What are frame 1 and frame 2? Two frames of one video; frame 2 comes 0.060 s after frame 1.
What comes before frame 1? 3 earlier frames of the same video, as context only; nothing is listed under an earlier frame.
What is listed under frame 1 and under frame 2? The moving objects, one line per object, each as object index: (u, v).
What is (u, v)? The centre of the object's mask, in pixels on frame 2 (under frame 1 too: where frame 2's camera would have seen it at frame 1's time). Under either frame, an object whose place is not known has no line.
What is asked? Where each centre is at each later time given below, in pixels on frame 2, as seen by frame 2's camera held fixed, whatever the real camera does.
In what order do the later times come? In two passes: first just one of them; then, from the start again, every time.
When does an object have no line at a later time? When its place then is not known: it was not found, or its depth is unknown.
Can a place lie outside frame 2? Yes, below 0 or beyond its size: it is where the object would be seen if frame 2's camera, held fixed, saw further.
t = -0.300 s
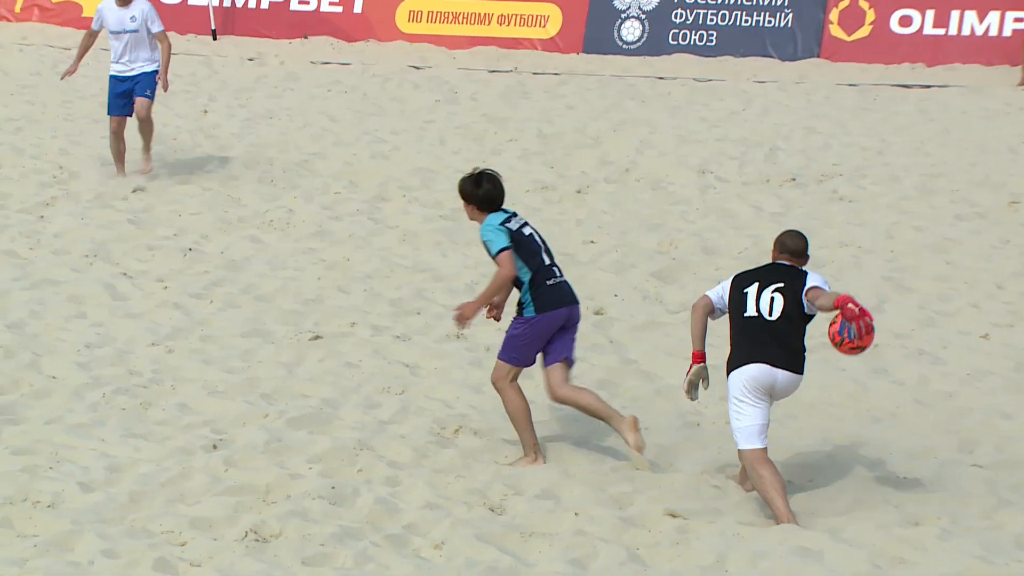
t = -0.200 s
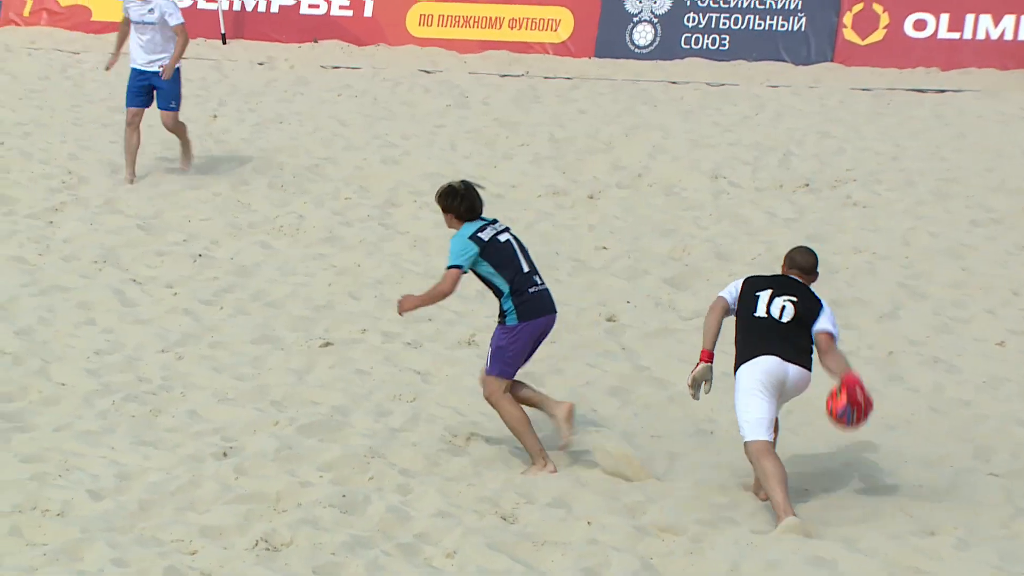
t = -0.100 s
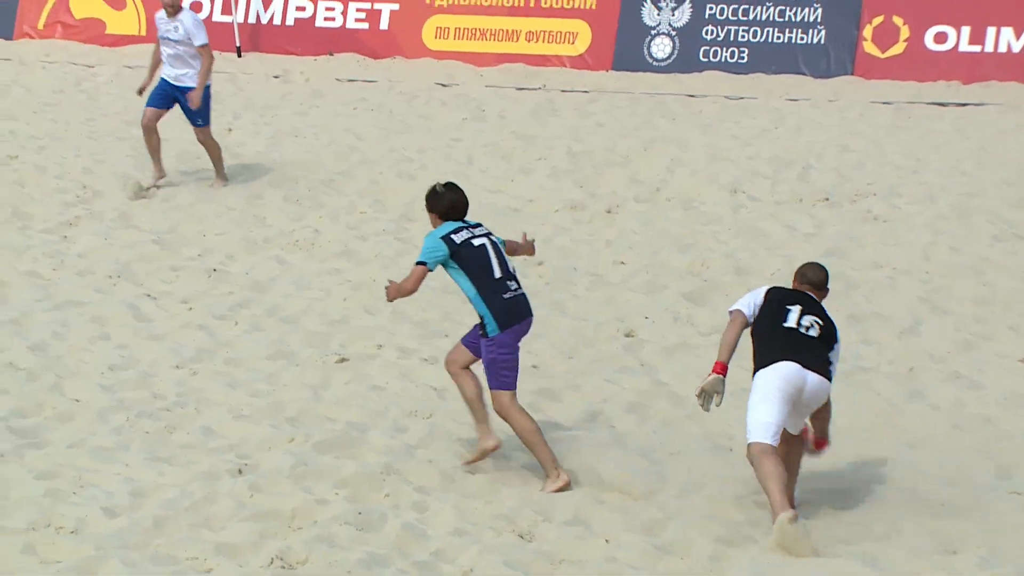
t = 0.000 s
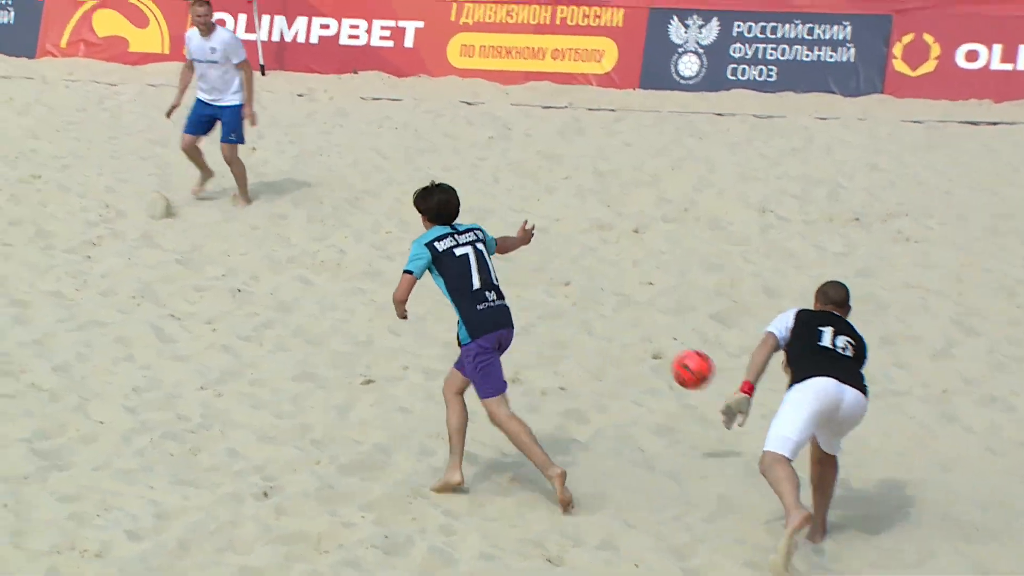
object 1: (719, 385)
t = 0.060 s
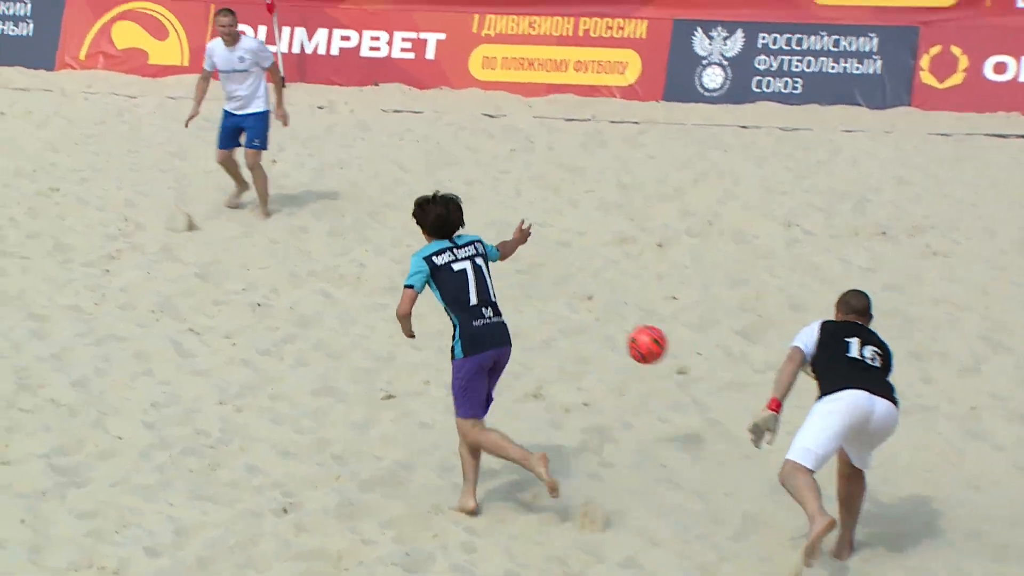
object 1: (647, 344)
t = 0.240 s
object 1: (468, 283)
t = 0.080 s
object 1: (625, 334)
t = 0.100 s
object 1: (603, 325)
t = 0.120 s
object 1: (582, 316)
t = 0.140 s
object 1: (562, 308)
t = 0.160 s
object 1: (542, 301)
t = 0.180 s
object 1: (523, 295)
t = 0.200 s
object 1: (504, 290)
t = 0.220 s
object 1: (486, 286)
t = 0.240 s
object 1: (468, 283)
